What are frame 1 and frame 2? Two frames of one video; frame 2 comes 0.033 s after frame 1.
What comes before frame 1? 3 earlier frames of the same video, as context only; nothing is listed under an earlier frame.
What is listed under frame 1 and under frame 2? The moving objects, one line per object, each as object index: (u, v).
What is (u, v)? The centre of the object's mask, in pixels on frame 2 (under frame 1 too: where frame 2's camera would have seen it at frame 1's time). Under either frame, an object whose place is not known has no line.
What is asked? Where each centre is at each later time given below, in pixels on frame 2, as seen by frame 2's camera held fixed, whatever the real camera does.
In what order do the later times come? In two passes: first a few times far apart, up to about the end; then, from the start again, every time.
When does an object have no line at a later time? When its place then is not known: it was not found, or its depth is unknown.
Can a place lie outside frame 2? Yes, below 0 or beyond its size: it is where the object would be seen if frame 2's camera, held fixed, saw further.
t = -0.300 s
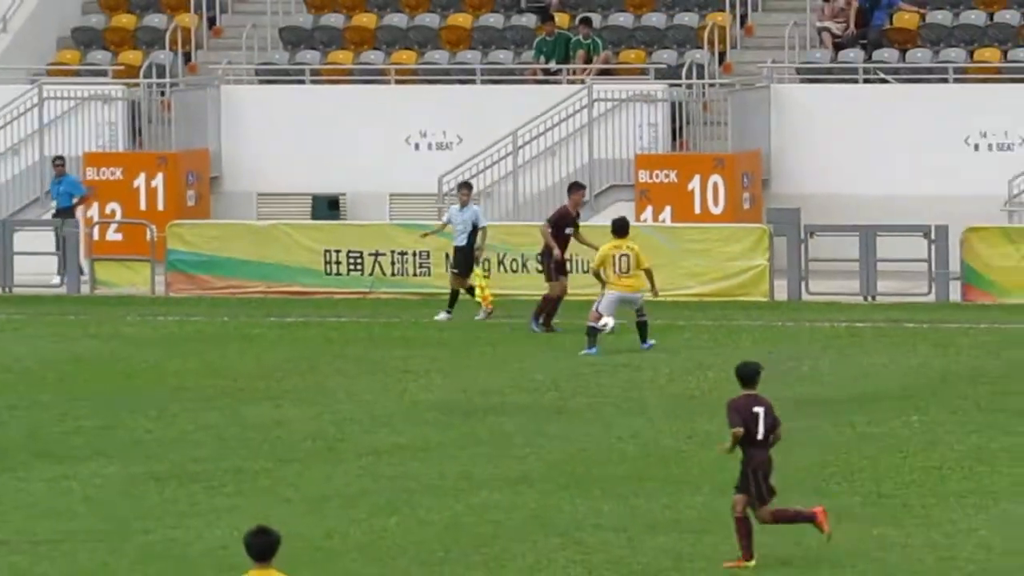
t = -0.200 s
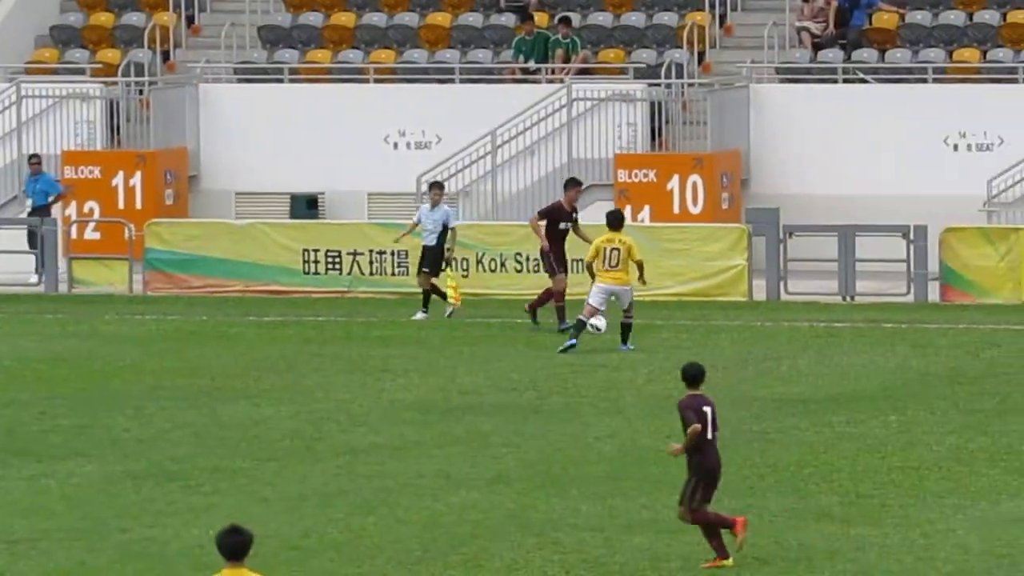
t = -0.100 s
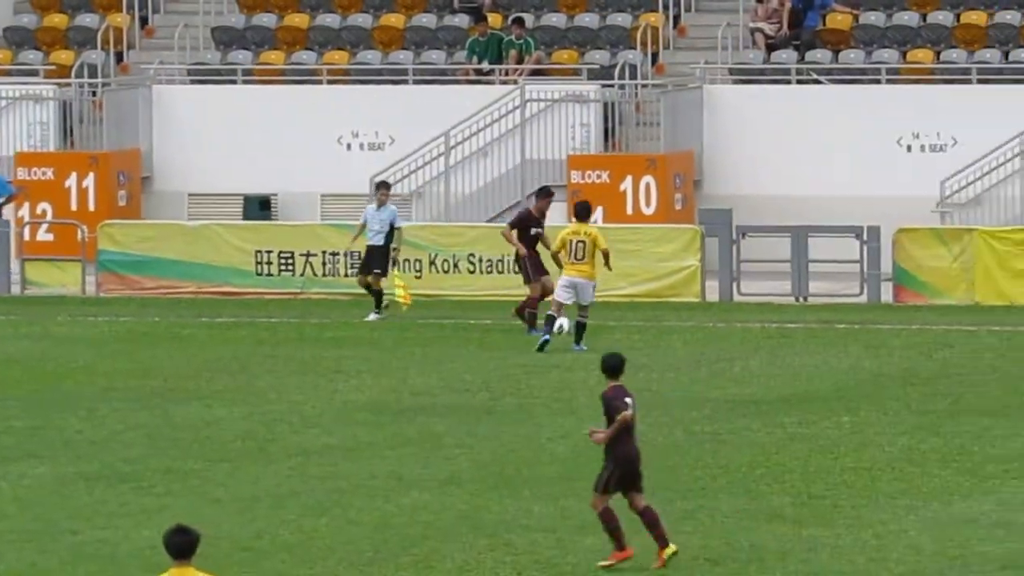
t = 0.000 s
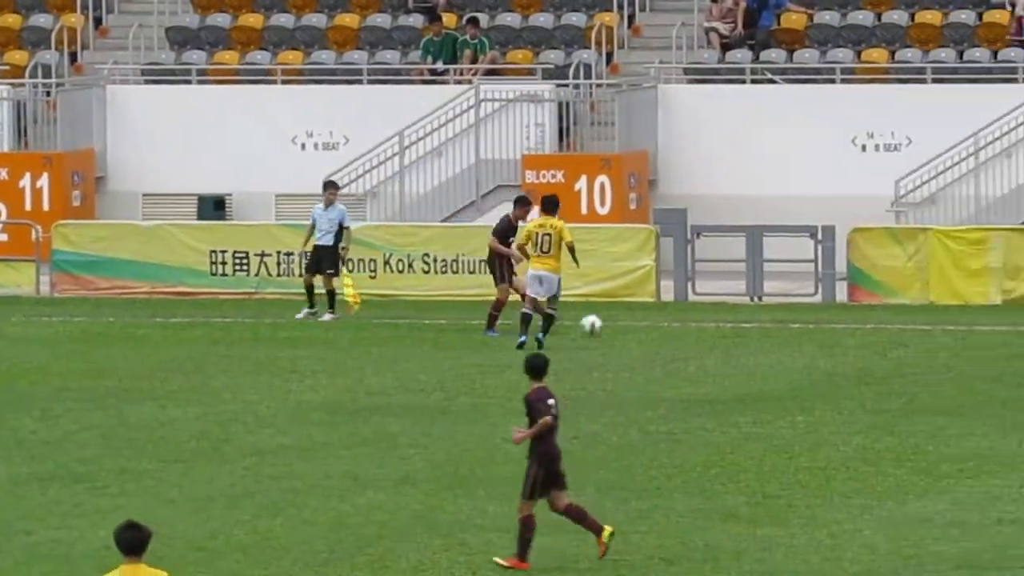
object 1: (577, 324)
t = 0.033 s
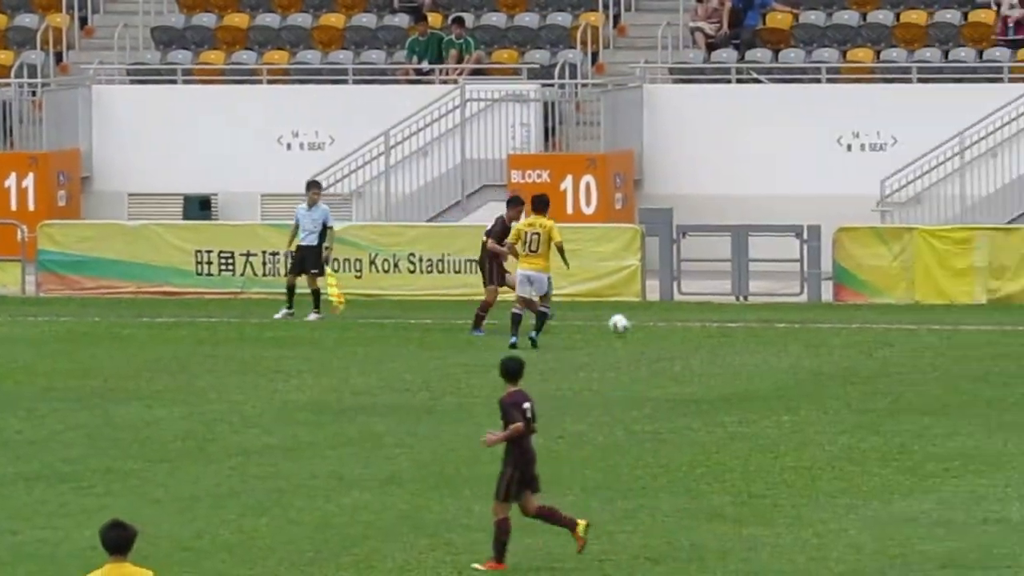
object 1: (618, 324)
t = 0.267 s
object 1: (902, 334)
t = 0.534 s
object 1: (1195, 346)
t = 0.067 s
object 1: (662, 324)
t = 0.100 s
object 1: (704, 327)
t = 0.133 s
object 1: (745, 330)
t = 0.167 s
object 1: (788, 334)
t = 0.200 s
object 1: (826, 334)
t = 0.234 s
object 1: (864, 334)
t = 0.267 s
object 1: (902, 334)
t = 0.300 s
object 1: (940, 335)
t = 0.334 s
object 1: (979, 337)
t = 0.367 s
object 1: (1016, 340)
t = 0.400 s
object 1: (1054, 343)
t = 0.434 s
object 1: (1090, 344)
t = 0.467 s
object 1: (1125, 344)
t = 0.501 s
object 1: (1160, 345)
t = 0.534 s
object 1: (1195, 346)
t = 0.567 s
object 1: (1226, 349)
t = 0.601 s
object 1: (1256, 349)
